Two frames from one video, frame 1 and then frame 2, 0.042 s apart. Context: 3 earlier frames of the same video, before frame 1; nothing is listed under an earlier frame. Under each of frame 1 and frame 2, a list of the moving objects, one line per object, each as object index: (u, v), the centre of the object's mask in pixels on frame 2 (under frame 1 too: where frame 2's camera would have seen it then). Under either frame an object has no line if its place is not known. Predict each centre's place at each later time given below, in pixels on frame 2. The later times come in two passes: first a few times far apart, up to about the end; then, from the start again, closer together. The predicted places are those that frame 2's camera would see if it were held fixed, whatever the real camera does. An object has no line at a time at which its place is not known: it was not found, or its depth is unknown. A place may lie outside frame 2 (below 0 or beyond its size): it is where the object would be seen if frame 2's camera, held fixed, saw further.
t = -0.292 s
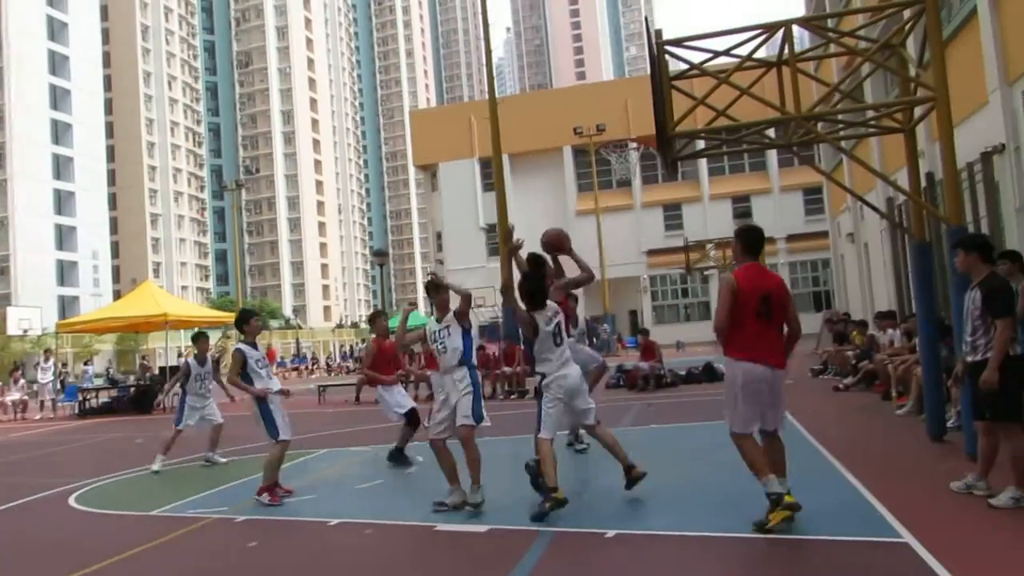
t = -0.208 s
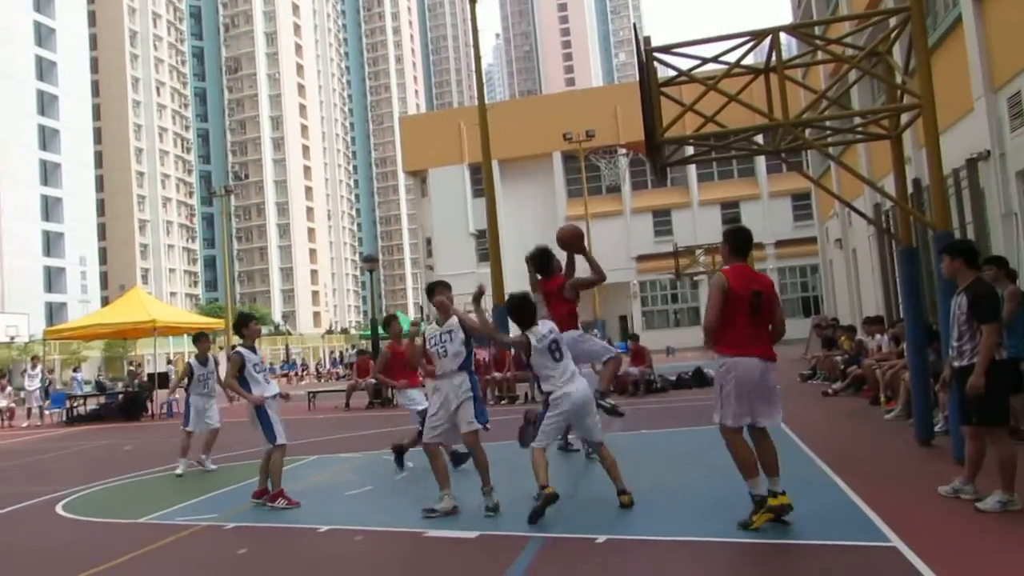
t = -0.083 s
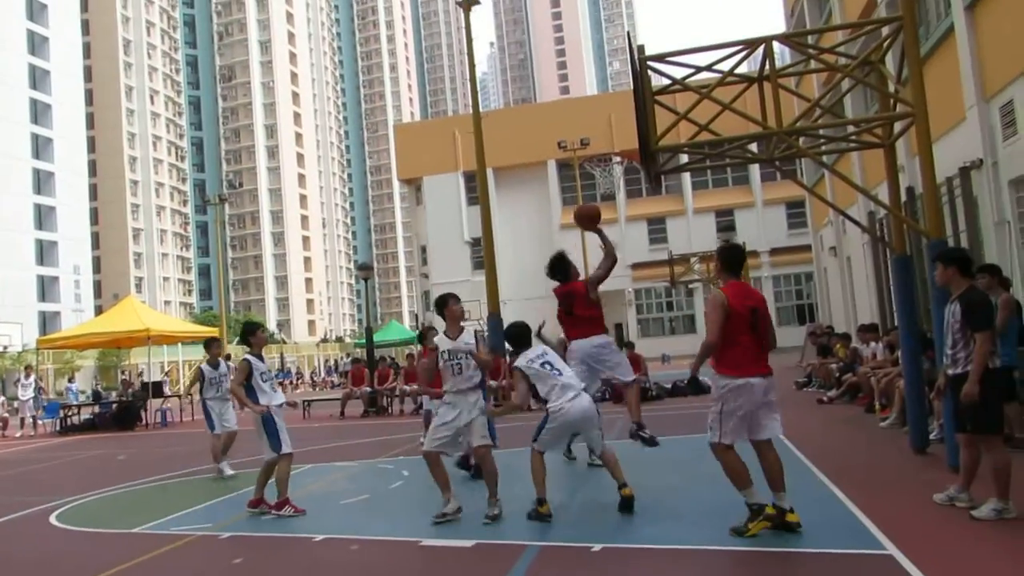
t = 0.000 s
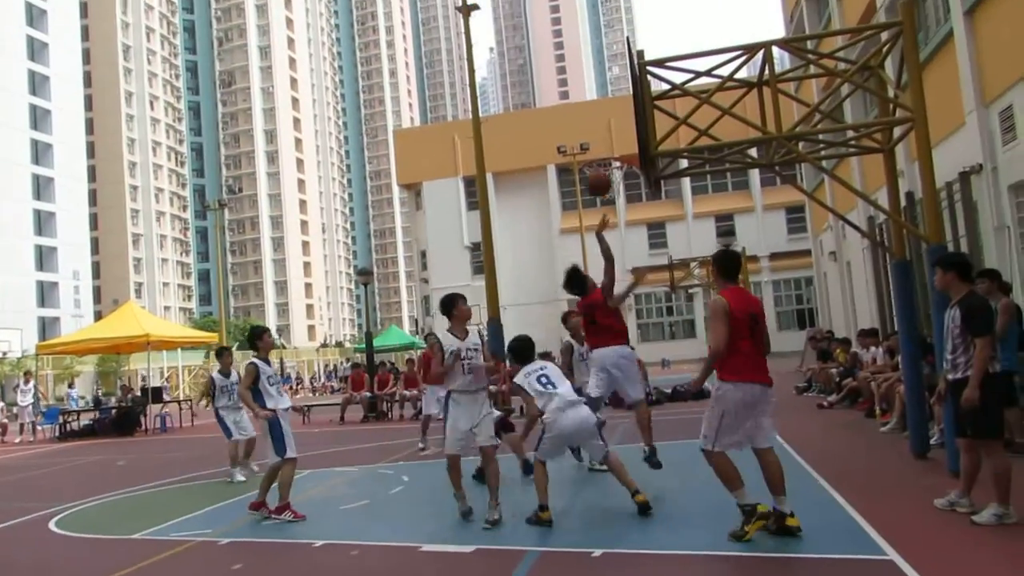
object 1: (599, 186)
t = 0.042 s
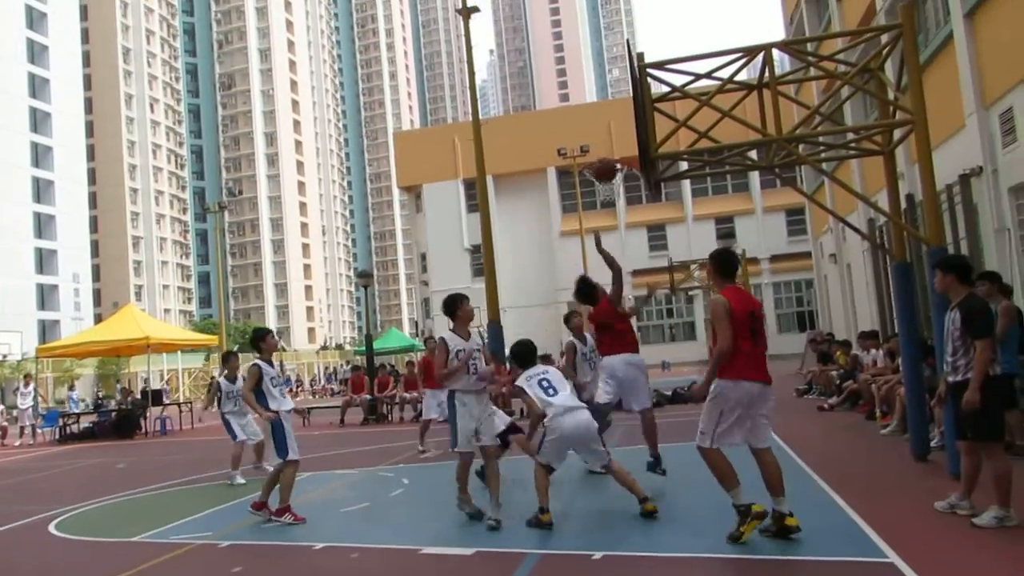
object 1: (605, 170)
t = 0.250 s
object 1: (618, 126)
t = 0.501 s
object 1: (592, 151)
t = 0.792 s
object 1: (620, 186)
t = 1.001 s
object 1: (616, 206)
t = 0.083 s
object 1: (610, 155)
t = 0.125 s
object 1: (616, 144)
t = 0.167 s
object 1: (622, 133)
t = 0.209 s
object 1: (623, 128)
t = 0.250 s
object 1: (618, 126)
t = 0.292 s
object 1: (613, 126)
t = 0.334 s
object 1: (608, 128)
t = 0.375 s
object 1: (604, 131)
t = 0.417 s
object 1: (600, 136)
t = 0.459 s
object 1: (595, 143)
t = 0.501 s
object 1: (592, 151)
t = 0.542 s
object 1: (593, 154)
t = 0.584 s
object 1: (596, 154)
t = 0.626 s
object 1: (600, 157)
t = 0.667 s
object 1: (609, 167)
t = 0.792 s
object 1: (620, 186)
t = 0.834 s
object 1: (617, 185)
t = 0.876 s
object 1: (618, 191)
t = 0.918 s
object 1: (617, 194)
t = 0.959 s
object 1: (617, 200)
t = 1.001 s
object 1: (616, 206)
